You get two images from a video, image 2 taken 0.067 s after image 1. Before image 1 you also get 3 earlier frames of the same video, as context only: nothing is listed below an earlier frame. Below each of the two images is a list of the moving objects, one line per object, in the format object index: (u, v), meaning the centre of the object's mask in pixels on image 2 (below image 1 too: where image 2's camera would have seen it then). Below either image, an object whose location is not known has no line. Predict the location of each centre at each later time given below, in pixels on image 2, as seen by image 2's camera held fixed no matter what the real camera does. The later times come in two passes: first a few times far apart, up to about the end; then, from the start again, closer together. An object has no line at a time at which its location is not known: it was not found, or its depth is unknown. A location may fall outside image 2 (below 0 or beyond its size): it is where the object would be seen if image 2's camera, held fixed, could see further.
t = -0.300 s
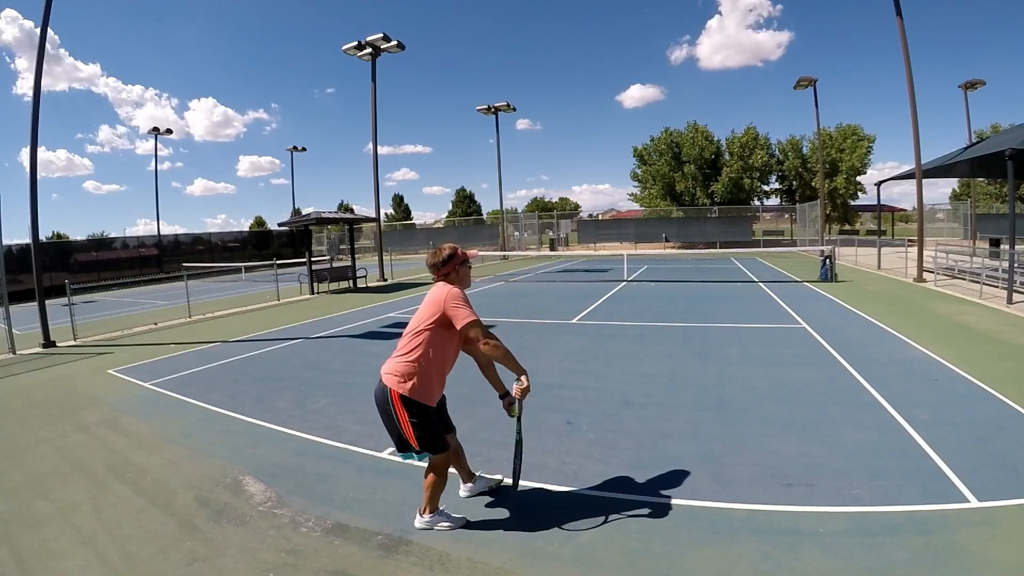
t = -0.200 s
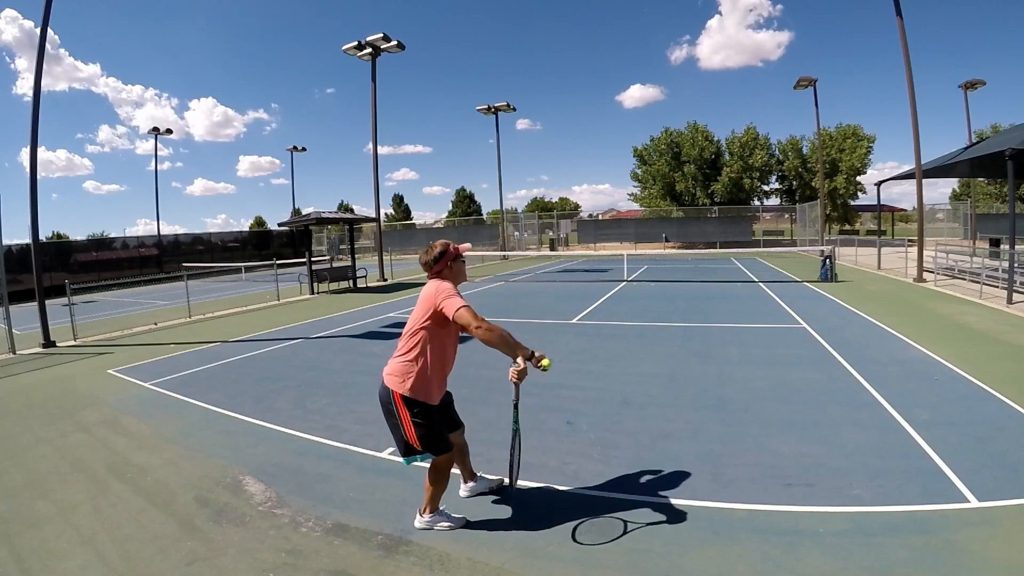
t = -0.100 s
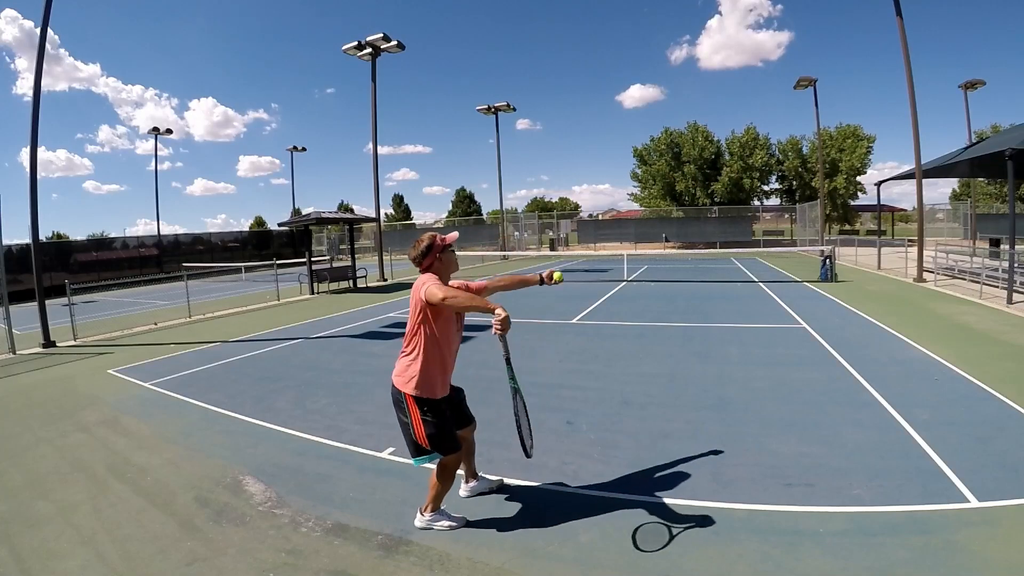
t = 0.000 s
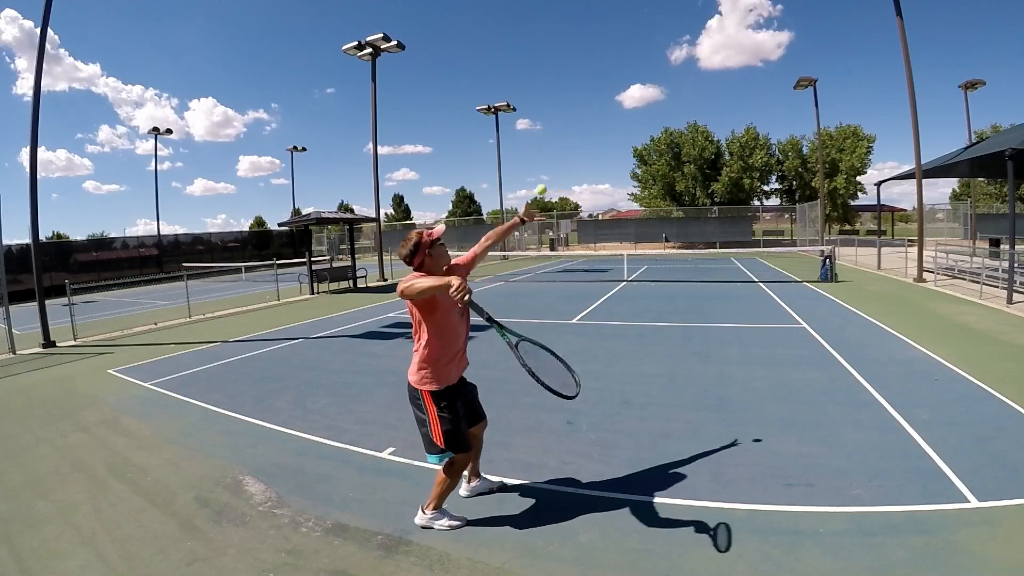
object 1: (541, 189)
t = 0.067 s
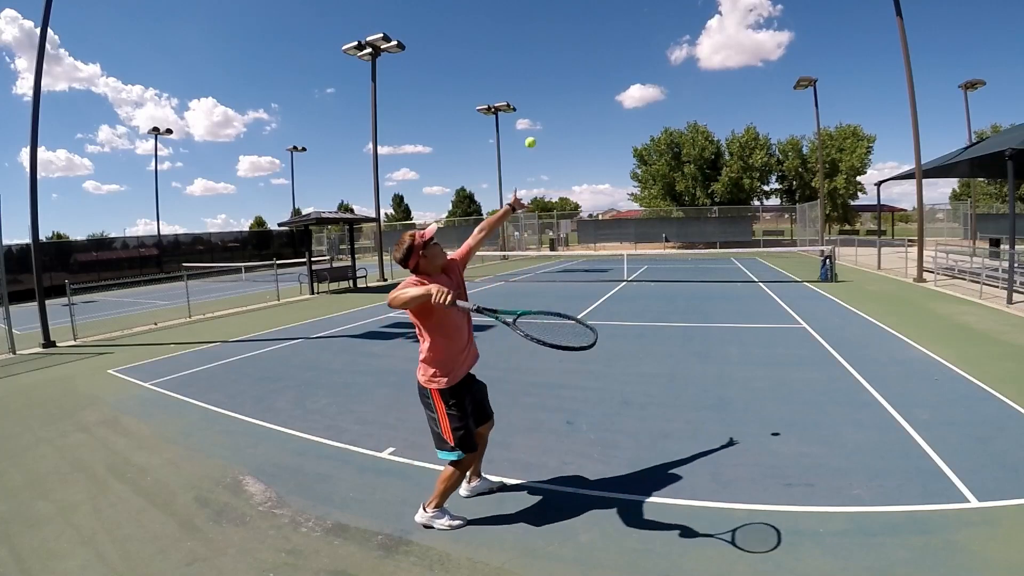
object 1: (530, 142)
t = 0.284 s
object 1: (499, 46)
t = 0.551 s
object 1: (468, 27)
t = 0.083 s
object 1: (527, 132)
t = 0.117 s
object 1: (522, 113)
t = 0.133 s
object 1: (520, 104)
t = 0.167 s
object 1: (515, 88)
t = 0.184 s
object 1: (513, 80)
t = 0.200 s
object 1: (510, 73)
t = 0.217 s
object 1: (508, 67)
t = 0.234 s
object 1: (506, 61)
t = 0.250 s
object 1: (504, 55)
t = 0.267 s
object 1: (501, 51)
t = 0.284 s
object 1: (499, 46)
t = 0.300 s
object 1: (497, 42)
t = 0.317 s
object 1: (495, 38)
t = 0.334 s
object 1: (493, 35)
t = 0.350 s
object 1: (490, 32)
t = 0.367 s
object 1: (489, 29)
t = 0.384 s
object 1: (486, 27)
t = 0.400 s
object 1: (485, 26)
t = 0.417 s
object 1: (483, 24)
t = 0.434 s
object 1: (481, 23)
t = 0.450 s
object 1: (479, 23)
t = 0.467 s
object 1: (477, 23)
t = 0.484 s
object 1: (475, 23)
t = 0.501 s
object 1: (473, 23)
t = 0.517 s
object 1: (472, 24)
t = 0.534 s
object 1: (470, 25)
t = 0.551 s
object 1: (468, 27)
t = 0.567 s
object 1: (466, 29)
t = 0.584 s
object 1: (465, 31)
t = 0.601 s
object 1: (463, 34)
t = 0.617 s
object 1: (461, 37)
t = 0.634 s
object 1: (459, 41)
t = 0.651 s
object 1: (458, 45)
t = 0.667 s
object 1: (456, 49)
